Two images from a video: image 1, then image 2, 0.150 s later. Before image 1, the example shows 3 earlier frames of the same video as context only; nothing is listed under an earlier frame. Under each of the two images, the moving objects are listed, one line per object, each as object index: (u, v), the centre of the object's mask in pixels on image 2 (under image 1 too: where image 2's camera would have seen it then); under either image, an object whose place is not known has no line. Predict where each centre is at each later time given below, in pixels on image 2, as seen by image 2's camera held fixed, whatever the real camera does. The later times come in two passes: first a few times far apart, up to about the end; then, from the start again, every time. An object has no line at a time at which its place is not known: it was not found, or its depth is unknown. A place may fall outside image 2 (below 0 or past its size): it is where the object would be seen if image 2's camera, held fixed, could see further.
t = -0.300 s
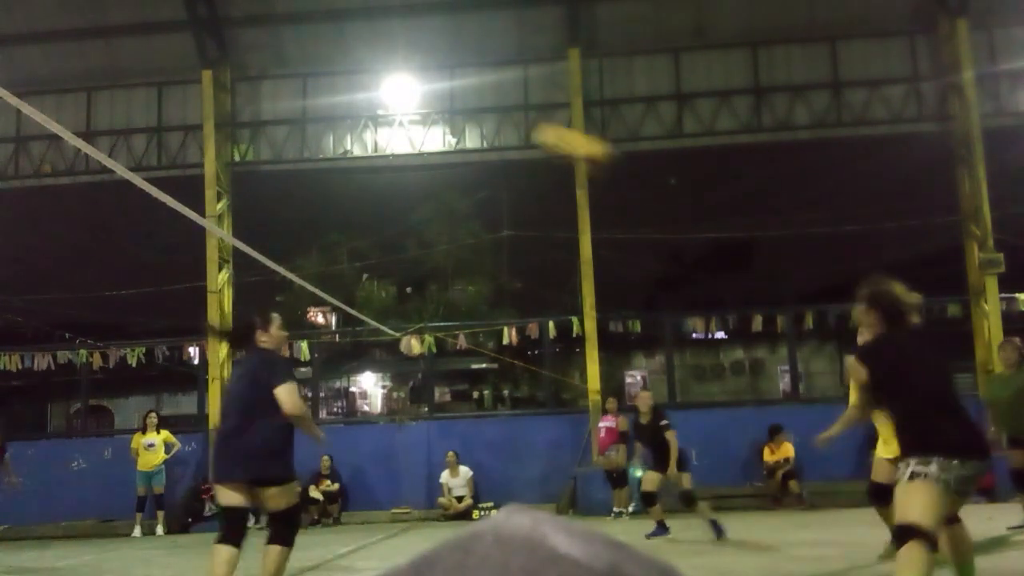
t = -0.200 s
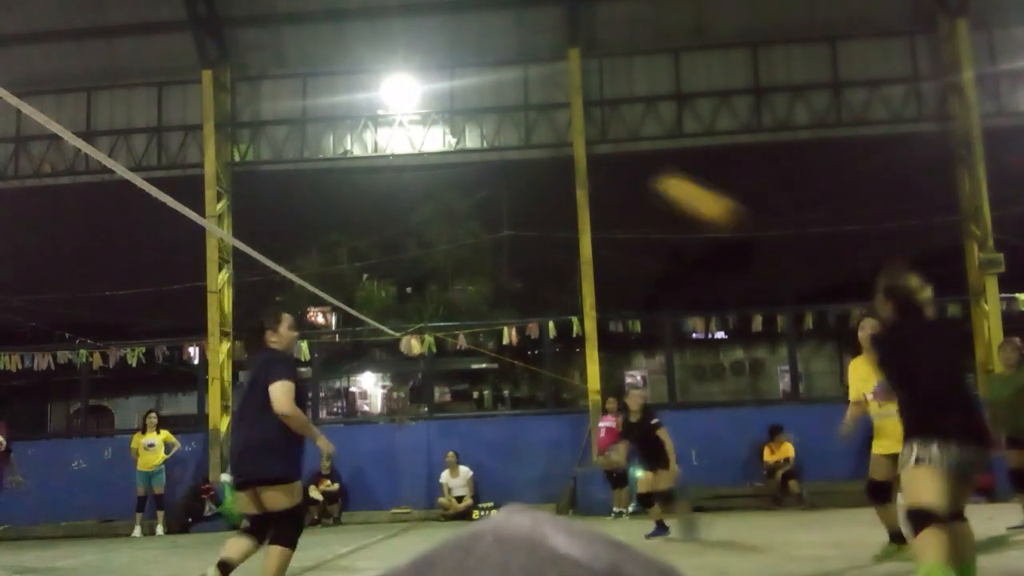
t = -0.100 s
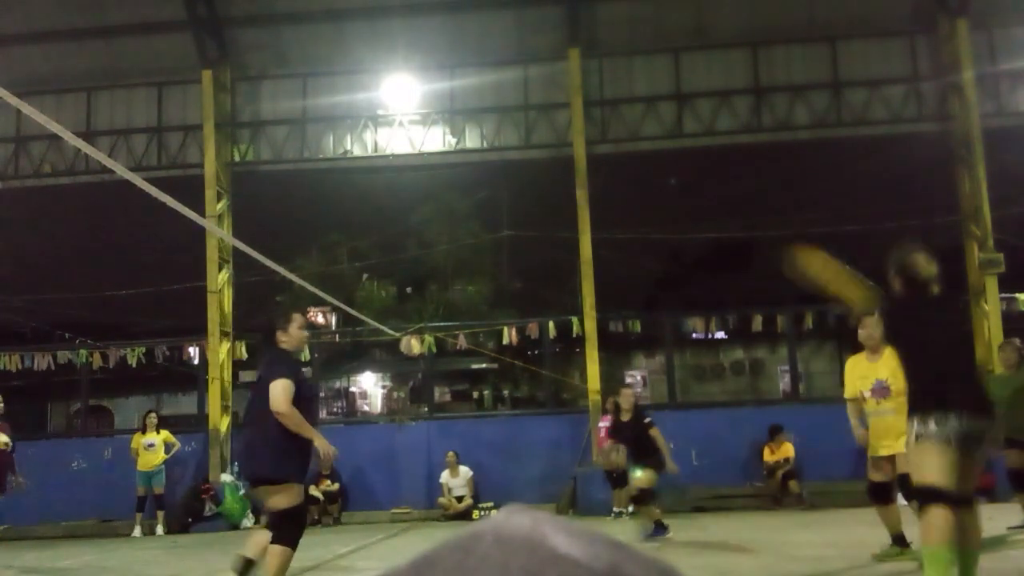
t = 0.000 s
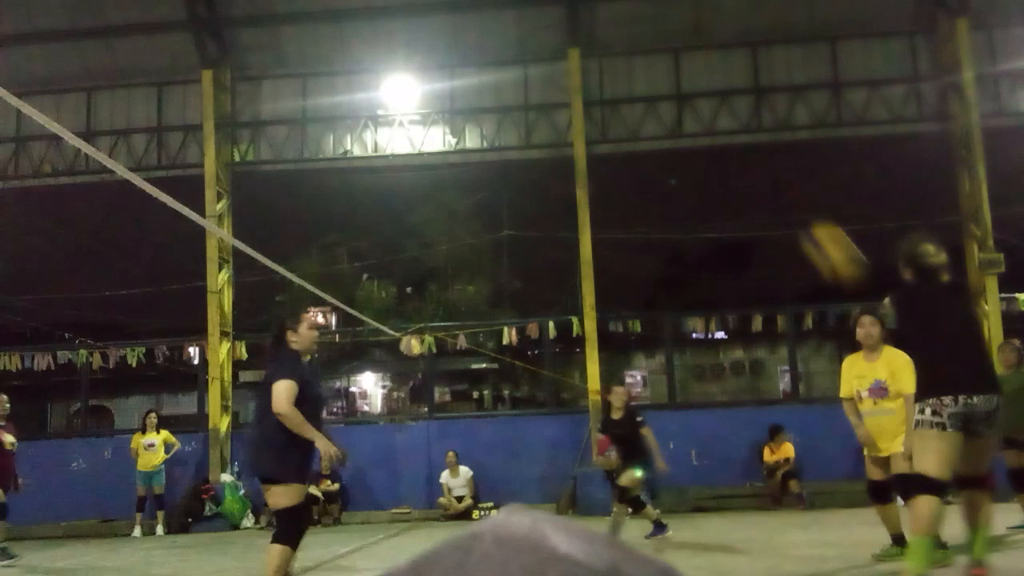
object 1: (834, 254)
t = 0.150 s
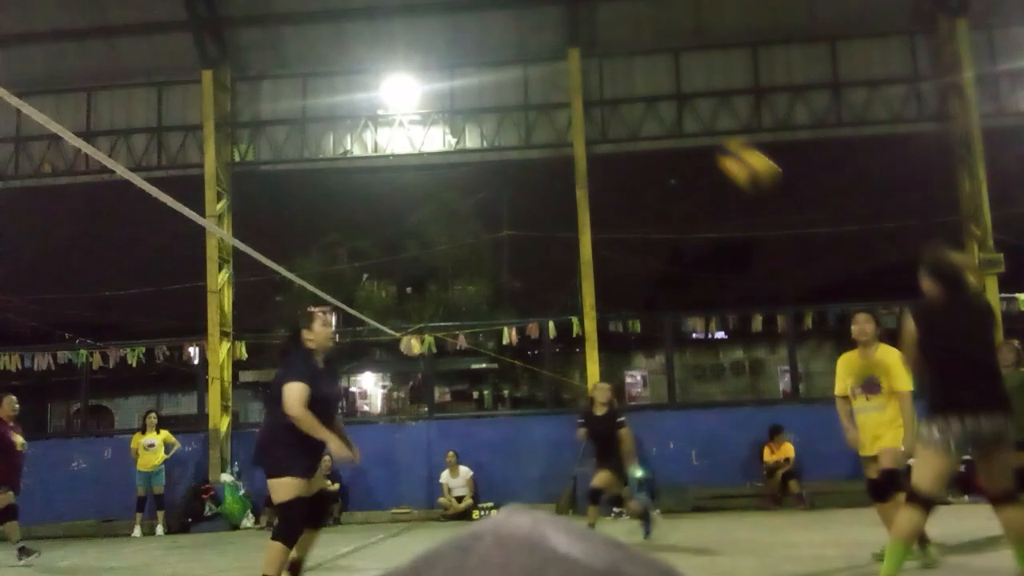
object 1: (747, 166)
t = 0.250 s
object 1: (695, 129)
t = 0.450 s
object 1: (599, 110)
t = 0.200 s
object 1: (722, 146)
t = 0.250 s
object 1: (695, 129)
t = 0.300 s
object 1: (673, 119)
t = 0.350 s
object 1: (647, 110)
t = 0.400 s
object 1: (622, 110)
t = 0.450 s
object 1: (599, 110)
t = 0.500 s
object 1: (578, 117)
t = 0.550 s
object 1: (556, 127)
